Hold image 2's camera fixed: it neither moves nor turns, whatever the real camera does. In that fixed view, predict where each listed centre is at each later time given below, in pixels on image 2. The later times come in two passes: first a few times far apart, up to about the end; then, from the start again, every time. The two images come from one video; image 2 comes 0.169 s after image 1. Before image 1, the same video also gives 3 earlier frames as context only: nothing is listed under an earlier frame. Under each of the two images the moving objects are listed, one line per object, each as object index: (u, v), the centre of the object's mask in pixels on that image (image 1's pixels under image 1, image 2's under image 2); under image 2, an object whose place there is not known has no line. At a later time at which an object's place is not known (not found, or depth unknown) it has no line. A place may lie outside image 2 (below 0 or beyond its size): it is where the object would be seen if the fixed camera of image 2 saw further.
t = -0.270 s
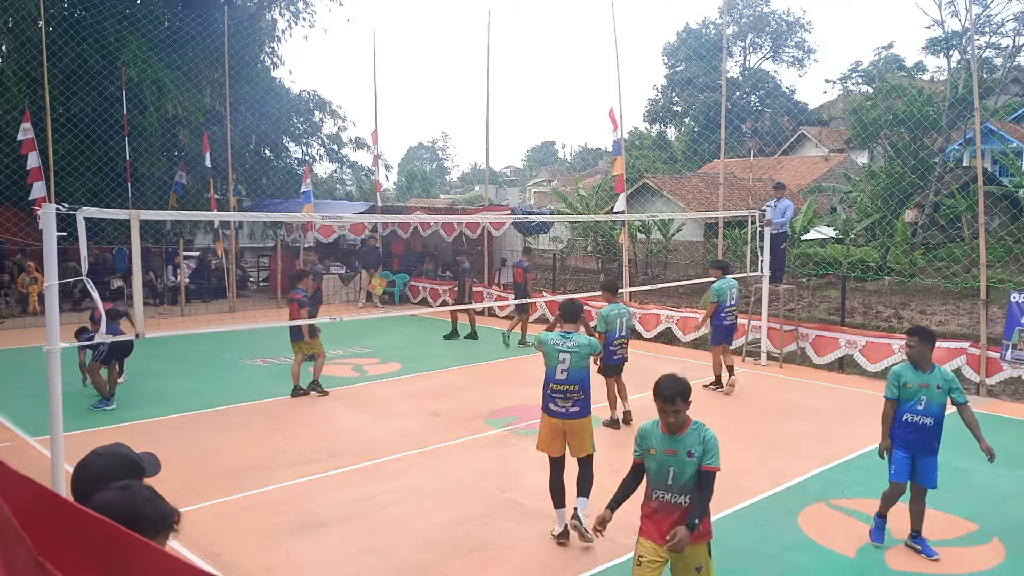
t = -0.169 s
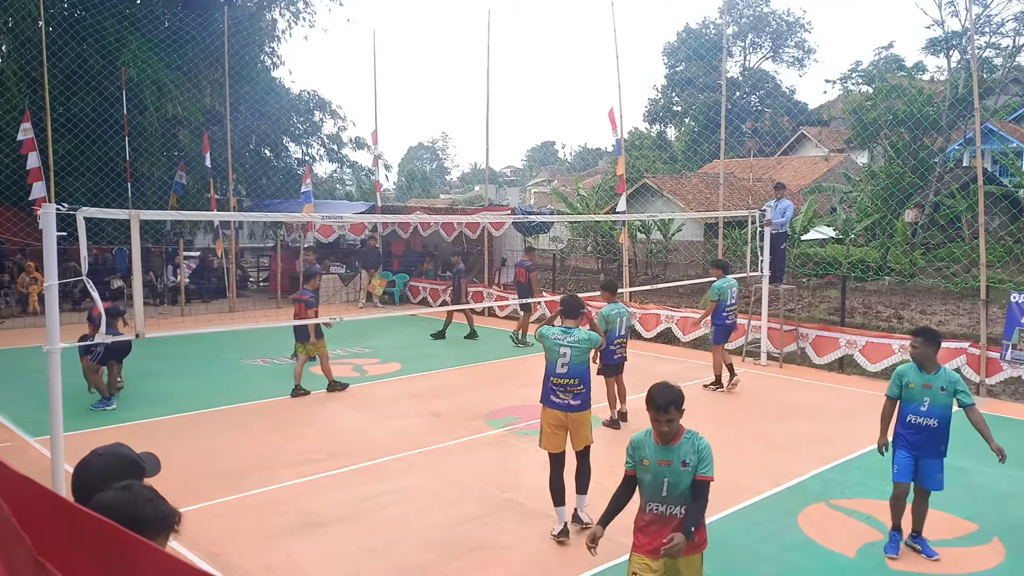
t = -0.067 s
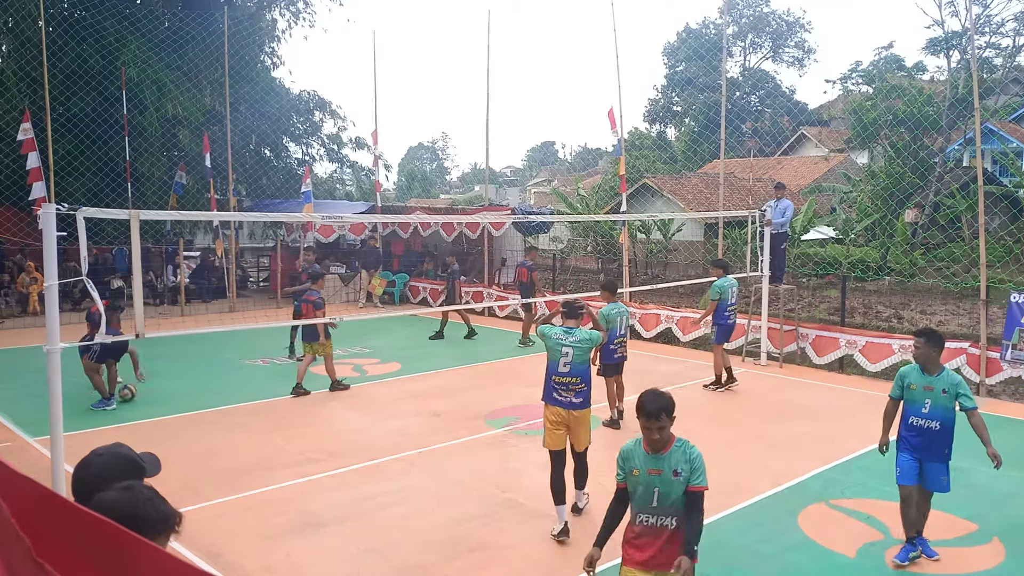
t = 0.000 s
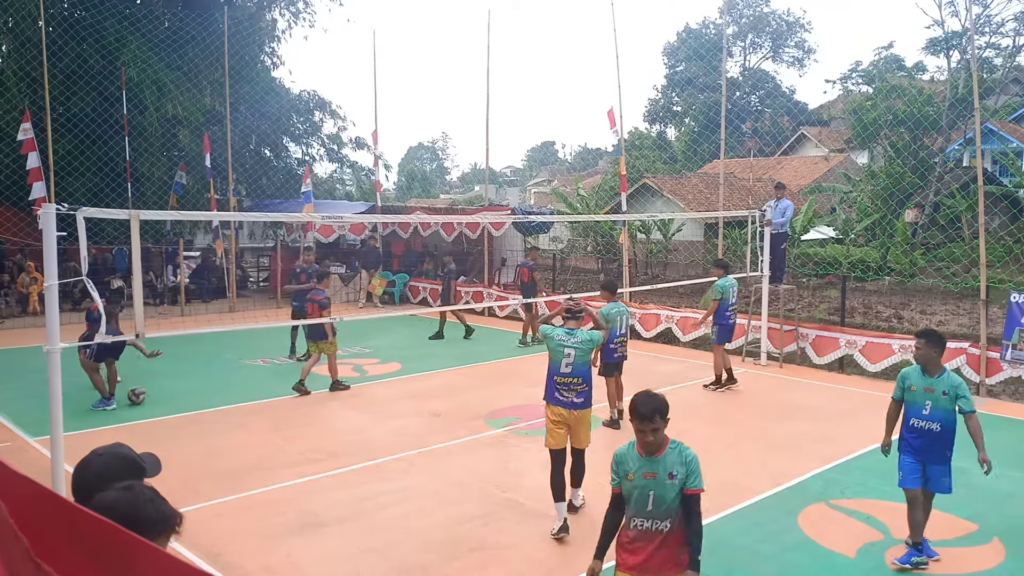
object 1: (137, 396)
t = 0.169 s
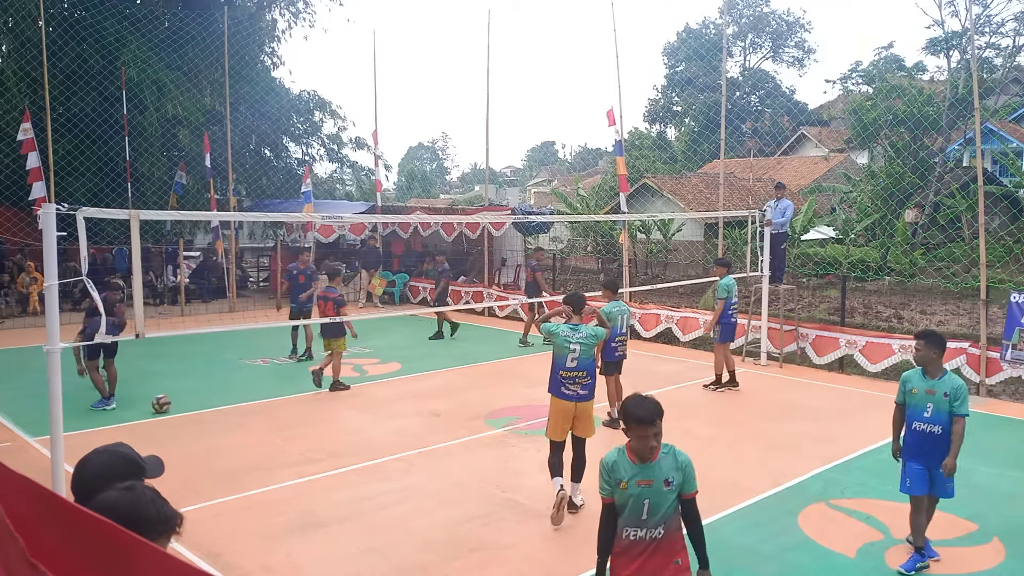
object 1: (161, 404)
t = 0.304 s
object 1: (182, 410)
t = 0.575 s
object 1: (226, 422)
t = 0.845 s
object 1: (273, 438)
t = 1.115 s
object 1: (325, 454)
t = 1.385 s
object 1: (382, 473)
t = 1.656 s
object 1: (446, 493)
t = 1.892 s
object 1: (508, 514)
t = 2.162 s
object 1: (589, 540)
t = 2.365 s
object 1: (657, 562)
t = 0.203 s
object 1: (166, 405)
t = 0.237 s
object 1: (171, 407)
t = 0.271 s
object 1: (176, 409)
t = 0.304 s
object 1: (182, 410)
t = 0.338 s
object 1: (187, 412)
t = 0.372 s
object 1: (193, 413)
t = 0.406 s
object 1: (198, 415)
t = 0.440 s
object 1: (203, 417)
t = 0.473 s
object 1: (209, 418)
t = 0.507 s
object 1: (215, 420)
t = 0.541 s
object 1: (220, 421)
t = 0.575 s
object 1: (226, 422)
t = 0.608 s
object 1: (232, 425)
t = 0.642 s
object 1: (237, 427)
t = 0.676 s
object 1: (243, 428)
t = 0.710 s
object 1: (250, 430)
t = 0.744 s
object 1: (255, 432)
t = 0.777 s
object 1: (261, 435)
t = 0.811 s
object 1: (267, 436)
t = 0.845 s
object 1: (273, 438)
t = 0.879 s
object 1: (280, 440)
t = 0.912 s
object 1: (286, 441)
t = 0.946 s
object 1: (292, 444)
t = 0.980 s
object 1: (299, 445)
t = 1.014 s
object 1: (305, 448)
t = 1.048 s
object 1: (312, 451)
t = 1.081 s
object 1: (319, 453)
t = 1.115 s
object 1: (325, 454)
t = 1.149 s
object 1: (332, 457)
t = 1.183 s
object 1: (339, 459)
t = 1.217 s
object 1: (345, 461)
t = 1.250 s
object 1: (353, 464)
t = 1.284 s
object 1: (360, 465)
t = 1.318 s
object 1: (367, 467)
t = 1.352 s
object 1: (375, 470)
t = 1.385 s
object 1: (382, 473)
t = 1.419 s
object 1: (389, 475)
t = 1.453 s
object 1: (398, 478)
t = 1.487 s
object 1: (406, 481)
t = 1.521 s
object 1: (413, 482)
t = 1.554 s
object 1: (422, 484)
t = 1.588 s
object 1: (430, 489)
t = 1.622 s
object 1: (438, 491)
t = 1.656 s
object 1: (446, 493)
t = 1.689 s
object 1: (455, 496)
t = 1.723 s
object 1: (464, 499)
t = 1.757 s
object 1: (472, 502)
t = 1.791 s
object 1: (481, 506)
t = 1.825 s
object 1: (490, 507)
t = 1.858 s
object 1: (499, 511)
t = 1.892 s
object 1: (508, 514)
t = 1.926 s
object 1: (519, 517)
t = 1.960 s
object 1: (528, 520)
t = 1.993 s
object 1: (538, 524)
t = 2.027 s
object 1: (548, 527)
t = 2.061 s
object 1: (558, 531)
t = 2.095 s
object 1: (568, 534)
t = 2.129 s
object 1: (579, 537)
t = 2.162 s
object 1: (589, 540)
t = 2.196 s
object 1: (600, 544)
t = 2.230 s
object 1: (612, 548)
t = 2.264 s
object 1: (623, 552)
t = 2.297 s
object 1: (634, 556)
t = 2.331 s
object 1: (646, 559)
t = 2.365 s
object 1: (657, 562)
